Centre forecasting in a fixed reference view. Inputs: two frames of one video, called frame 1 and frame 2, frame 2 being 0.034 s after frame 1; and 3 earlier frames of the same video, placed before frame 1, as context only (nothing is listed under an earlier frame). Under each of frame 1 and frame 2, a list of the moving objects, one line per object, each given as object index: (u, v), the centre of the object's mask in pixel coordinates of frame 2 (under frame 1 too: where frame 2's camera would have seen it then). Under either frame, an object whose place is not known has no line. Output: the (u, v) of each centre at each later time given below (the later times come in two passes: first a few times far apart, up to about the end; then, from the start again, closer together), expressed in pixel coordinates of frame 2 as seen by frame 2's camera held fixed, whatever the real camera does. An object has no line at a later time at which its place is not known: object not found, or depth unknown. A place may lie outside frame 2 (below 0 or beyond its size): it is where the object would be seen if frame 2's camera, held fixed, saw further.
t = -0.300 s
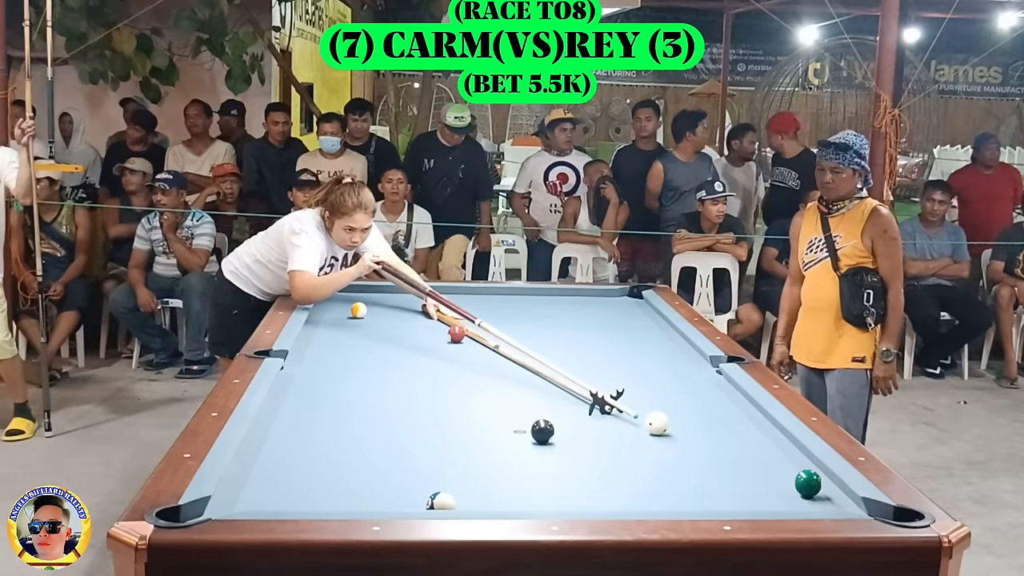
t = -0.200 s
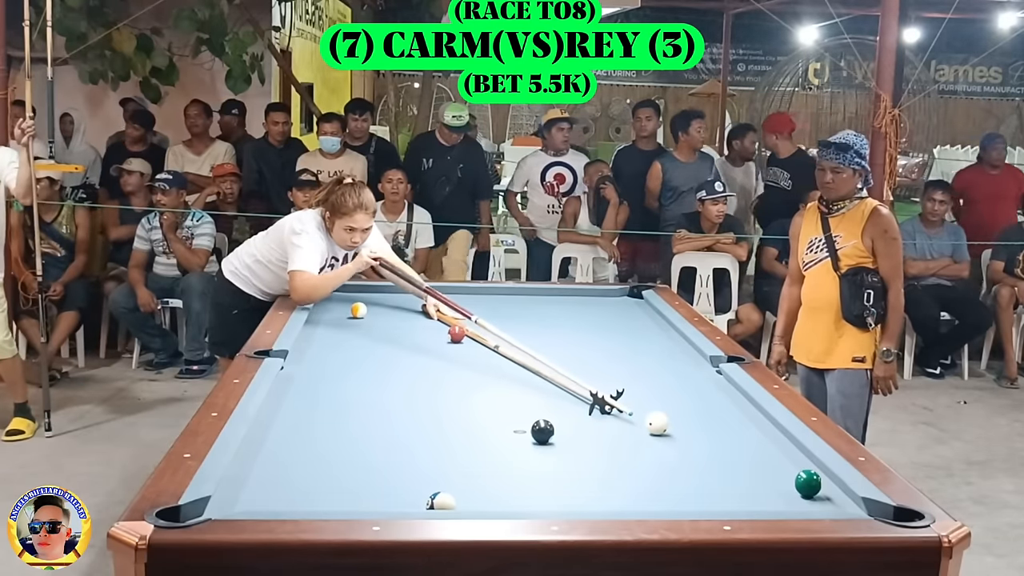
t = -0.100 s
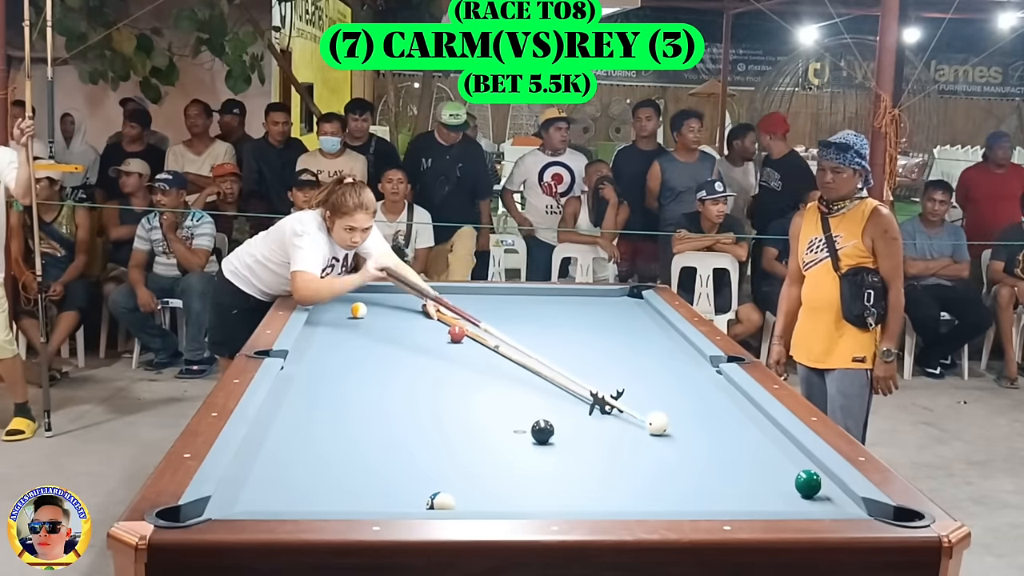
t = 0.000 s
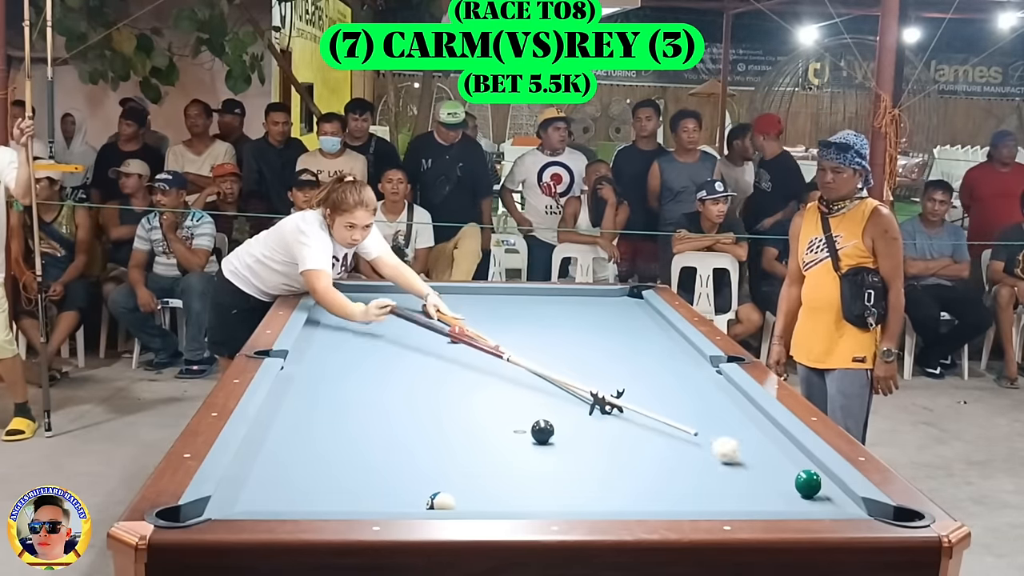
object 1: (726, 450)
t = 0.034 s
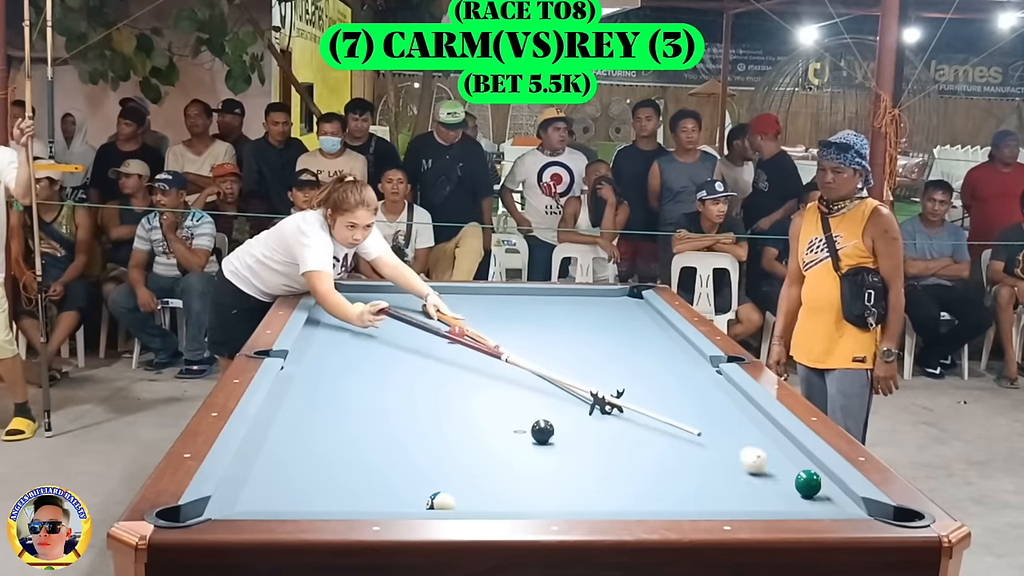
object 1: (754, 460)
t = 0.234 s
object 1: (801, 471)
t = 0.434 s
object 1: (807, 464)
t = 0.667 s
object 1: (793, 456)
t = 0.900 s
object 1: (778, 448)
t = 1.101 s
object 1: (767, 442)
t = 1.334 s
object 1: (754, 436)
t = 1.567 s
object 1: (744, 431)
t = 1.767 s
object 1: (737, 427)
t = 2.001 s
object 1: (729, 422)
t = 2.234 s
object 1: (722, 418)
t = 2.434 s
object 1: (717, 415)
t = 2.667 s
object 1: (711, 413)
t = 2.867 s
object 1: (708, 411)
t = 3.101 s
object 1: (704, 410)
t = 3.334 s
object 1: (701, 408)
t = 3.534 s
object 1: (700, 407)
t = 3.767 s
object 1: (699, 408)
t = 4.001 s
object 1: (699, 407)
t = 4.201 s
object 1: (699, 408)
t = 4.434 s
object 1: (699, 408)
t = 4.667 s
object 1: (699, 408)
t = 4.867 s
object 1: (699, 408)
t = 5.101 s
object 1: (699, 407)
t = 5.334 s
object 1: (699, 407)
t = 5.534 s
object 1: (699, 407)
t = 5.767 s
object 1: (699, 407)
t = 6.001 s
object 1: (699, 407)
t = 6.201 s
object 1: (699, 407)
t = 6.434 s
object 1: (699, 407)
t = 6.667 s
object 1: (699, 407)
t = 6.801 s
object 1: (699, 407)
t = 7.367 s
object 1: (700, 407)
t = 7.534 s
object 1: (700, 407)
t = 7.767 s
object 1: (700, 407)
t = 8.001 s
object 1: (699, 407)
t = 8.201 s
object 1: (699, 407)
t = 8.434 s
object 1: (699, 407)
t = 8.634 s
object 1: (699, 407)
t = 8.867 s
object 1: (699, 407)
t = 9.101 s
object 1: (699, 407)
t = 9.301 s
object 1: (699, 407)
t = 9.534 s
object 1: (699, 407)
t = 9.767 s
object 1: (699, 407)
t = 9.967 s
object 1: (699, 407)
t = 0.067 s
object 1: (780, 471)
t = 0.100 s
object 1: (793, 474)
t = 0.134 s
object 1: (797, 474)
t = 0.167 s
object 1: (799, 473)
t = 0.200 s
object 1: (800, 472)
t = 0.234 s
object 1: (801, 471)
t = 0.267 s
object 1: (802, 470)
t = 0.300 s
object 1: (803, 469)
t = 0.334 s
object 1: (804, 467)
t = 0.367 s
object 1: (805, 467)
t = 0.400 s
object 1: (806, 465)
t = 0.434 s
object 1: (807, 464)
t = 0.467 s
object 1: (807, 463)
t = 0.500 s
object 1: (805, 462)
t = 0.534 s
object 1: (803, 461)
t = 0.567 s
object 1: (800, 459)
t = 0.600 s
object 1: (798, 458)
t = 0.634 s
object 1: (796, 457)
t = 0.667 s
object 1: (793, 456)
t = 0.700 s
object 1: (791, 455)
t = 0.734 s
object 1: (789, 454)
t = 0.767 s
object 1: (786, 453)
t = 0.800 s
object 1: (784, 452)
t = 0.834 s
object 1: (782, 451)
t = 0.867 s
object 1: (780, 449)
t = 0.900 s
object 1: (778, 448)
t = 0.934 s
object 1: (776, 447)
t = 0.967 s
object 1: (774, 446)
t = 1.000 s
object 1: (773, 445)
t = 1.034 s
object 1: (770, 445)
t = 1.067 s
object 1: (768, 443)
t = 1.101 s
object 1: (767, 442)
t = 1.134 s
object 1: (765, 442)
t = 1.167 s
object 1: (763, 441)
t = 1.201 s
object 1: (761, 440)
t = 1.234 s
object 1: (760, 439)
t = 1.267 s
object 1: (758, 438)
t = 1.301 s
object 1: (756, 437)
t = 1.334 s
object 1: (754, 436)
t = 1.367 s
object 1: (753, 435)
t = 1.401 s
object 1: (752, 435)
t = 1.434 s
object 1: (750, 434)
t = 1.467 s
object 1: (749, 433)
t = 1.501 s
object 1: (747, 432)
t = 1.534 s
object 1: (746, 432)
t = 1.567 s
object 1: (744, 431)
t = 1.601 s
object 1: (743, 430)
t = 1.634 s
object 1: (742, 429)
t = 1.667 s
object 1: (740, 428)
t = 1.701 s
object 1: (739, 428)
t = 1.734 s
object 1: (737, 427)
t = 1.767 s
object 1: (737, 427)
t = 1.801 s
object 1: (736, 426)
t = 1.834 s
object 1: (734, 425)
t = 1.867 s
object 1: (733, 425)
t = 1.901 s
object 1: (732, 424)
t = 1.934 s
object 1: (731, 424)
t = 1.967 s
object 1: (730, 423)
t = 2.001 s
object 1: (729, 422)
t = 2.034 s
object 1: (728, 422)
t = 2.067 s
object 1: (727, 422)
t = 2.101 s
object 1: (726, 421)
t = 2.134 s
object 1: (725, 420)
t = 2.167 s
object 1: (724, 420)
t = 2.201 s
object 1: (723, 419)
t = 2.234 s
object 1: (722, 418)
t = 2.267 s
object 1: (721, 417)
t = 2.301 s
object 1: (720, 417)
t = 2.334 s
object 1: (719, 417)
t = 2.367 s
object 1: (719, 416)
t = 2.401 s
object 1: (718, 416)
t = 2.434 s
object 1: (717, 415)
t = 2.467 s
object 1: (716, 415)
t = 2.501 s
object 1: (715, 415)
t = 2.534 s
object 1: (714, 414)
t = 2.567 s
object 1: (713, 414)
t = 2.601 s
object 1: (713, 414)
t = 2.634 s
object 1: (712, 413)
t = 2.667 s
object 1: (711, 413)
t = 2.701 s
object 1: (711, 413)
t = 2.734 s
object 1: (710, 412)
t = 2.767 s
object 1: (709, 412)
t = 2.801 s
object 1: (708, 411)
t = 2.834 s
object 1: (708, 411)
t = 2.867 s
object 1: (708, 411)
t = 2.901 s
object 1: (707, 411)
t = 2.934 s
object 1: (706, 411)
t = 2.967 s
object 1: (706, 411)
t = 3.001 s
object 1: (705, 410)
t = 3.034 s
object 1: (705, 410)
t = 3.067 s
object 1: (704, 410)
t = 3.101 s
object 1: (704, 410)
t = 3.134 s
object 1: (704, 409)
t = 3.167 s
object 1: (703, 409)
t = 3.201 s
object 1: (703, 409)
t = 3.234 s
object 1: (702, 409)
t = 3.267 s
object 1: (702, 408)
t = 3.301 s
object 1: (702, 408)
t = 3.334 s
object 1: (701, 408)
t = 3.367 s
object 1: (701, 408)
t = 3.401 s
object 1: (701, 408)
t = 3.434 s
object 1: (700, 408)
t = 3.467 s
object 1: (700, 408)
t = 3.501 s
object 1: (700, 408)
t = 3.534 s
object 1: (700, 407)
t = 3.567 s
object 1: (699, 408)
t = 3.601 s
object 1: (700, 408)
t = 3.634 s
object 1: (700, 408)
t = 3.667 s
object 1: (699, 408)
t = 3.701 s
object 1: (699, 407)
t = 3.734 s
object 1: (699, 408)
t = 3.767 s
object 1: (699, 408)
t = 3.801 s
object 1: (699, 407)
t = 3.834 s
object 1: (699, 407)
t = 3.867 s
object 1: (699, 407)
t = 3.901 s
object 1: (699, 407)
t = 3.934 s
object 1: (699, 407)
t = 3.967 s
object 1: (699, 407)
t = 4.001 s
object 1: (699, 407)
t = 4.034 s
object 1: (699, 407)
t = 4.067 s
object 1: (699, 408)
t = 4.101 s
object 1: (699, 407)
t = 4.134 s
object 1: (699, 407)
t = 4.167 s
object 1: (699, 408)
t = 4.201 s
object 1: (699, 408)
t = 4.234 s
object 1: (699, 407)
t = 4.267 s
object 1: (699, 408)
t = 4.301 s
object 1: (699, 408)
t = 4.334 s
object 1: (699, 407)
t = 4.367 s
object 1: (699, 408)
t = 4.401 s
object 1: (699, 408)
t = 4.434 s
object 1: (699, 408)
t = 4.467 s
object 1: (699, 408)
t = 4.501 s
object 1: (699, 407)
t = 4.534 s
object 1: (699, 408)
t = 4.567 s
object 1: (699, 408)
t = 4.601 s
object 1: (699, 408)
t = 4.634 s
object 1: (699, 408)
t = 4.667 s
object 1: (699, 408)
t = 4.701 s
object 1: (699, 407)
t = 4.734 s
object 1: (699, 408)
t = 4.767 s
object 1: (699, 407)
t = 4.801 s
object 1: (699, 407)
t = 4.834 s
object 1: (699, 408)
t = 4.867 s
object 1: (699, 408)
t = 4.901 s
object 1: (699, 407)
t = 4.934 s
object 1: (699, 408)
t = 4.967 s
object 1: (699, 408)
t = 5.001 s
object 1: (699, 408)
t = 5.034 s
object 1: (699, 407)
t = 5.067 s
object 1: (699, 407)
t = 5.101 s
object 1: (699, 407)
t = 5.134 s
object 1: (699, 407)
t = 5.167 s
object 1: (699, 407)
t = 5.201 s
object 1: (699, 407)
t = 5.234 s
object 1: (699, 407)
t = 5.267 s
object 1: (699, 407)
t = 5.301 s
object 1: (699, 407)
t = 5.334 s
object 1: (699, 407)
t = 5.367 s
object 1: (699, 407)
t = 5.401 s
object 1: (699, 407)
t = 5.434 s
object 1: (699, 407)
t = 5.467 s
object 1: (699, 407)
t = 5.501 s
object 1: (699, 407)
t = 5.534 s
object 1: (699, 407)
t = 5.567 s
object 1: (699, 407)
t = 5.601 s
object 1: (699, 407)
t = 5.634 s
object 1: (699, 407)
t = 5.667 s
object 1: (699, 407)
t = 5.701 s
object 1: (699, 407)
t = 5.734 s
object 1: (699, 407)
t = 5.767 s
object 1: (699, 407)
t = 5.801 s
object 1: (699, 407)
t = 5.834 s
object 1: (699, 407)
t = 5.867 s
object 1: (699, 407)
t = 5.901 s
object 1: (699, 407)
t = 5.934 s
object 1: (699, 407)
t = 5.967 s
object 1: (699, 407)
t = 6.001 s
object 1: (699, 407)
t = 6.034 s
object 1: (699, 407)
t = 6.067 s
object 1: (699, 407)
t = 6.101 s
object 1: (699, 407)
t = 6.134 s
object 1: (699, 407)
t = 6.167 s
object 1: (699, 407)
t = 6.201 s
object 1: (699, 407)
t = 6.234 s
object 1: (699, 407)
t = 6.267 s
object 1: (699, 407)
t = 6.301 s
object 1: (699, 407)
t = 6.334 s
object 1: (699, 407)
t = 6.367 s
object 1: (699, 407)
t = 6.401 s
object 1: (699, 407)
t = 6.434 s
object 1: (699, 407)
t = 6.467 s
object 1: (699, 407)
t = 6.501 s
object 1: (699, 407)
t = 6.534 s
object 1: (699, 407)
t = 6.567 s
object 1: (699, 407)
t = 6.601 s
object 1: (699, 407)
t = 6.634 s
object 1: (699, 407)
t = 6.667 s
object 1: (699, 407)
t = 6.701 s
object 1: (699, 407)
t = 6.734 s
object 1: (699, 407)
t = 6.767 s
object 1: (699, 407)
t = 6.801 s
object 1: (699, 407)
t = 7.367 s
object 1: (700, 407)
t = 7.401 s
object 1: (699, 407)
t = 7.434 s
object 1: (700, 407)
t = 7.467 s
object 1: (699, 407)
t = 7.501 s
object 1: (699, 407)
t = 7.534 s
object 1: (700, 407)
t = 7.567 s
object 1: (699, 407)
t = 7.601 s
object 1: (700, 407)
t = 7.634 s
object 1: (700, 407)
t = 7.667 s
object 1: (700, 407)
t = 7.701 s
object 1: (699, 407)
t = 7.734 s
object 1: (699, 407)
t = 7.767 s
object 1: (700, 407)
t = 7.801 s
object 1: (700, 407)
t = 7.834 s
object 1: (700, 407)
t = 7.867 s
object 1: (699, 407)
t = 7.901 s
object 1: (699, 407)
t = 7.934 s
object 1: (699, 407)
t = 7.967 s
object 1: (699, 407)
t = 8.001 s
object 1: (699, 407)
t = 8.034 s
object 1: (699, 407)
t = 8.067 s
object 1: (699, 407)
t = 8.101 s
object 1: (699, 407)
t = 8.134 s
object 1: (699, 407)
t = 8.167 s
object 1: (699, 407)
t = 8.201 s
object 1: (699, 407)
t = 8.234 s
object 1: (699, 408)
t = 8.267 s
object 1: (699, 407)
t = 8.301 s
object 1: (699, 407)
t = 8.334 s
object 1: (699, 407)
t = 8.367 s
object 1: (699, 407)
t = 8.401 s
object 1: (699, 407)
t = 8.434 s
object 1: (699, 407)
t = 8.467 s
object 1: (699, 407)
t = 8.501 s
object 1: (699, 407)
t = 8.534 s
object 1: (699, 407)
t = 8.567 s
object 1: (699, 407)
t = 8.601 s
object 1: (699, 407)
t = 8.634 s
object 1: (699, 407)
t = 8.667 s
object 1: (699, 407)
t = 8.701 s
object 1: (699, 407)
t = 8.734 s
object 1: (699, 407)
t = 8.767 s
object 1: (699, 407)
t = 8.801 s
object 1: (699, 407)
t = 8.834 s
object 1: (699, 407)
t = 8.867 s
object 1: (699, 407)
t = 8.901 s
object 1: (699, 407)
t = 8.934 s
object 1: (699, 407)
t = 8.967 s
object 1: (699, 407)
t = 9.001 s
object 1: (699, 407)
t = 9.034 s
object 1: (699, 407)
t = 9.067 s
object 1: (699, 407)
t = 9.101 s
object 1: (699, 407)
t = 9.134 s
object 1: (699, 407)
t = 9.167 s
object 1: (699, 407)
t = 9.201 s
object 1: (699, 407)
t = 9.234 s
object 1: (699, 407)
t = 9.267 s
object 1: (699, 407)
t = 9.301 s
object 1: (699, 407)
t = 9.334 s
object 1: (699, 407)
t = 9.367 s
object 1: (699, 407)
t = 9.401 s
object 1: (699, 407)
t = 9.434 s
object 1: (699, 407)
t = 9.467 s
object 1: (699, 407)
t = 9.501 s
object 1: (699, 407)
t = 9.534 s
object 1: (699, 407)
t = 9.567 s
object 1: (699, 407)
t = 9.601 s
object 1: (699, 407)
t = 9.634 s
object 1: (699, 407)
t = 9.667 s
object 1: (699, 407)
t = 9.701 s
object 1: (699, 407)
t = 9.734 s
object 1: (699, 407)
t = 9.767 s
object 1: (699, 407)
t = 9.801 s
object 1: (699, 407)
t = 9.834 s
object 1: (699, 407)
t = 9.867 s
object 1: (699, 407)
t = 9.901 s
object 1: (699, 407)
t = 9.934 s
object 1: (699, 407)
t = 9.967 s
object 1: (699, 407)
